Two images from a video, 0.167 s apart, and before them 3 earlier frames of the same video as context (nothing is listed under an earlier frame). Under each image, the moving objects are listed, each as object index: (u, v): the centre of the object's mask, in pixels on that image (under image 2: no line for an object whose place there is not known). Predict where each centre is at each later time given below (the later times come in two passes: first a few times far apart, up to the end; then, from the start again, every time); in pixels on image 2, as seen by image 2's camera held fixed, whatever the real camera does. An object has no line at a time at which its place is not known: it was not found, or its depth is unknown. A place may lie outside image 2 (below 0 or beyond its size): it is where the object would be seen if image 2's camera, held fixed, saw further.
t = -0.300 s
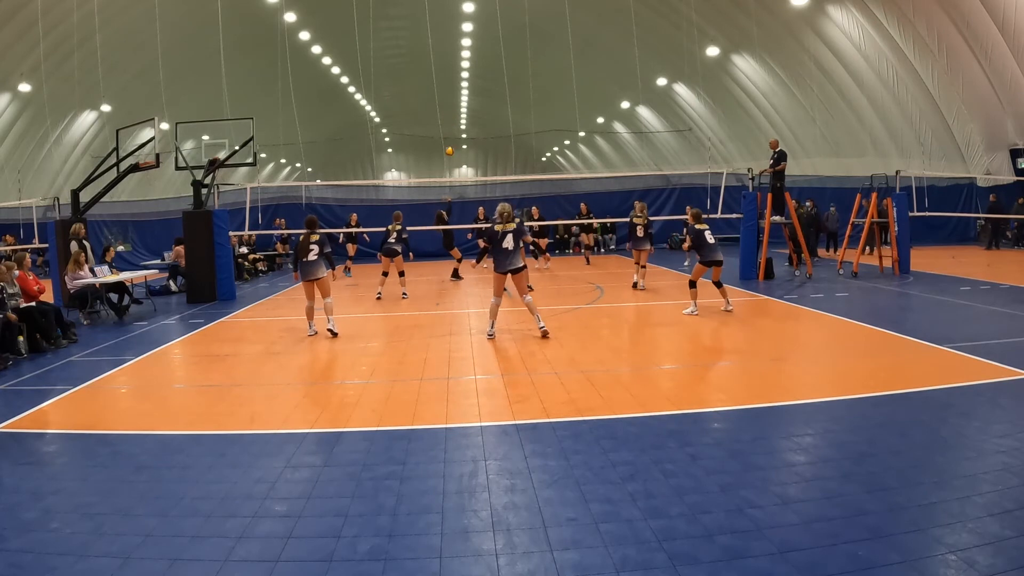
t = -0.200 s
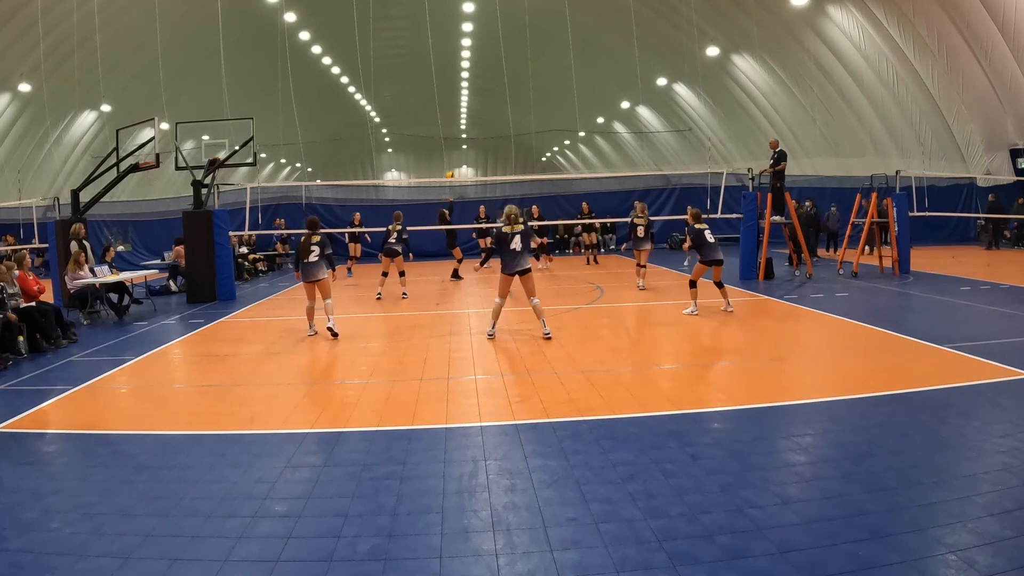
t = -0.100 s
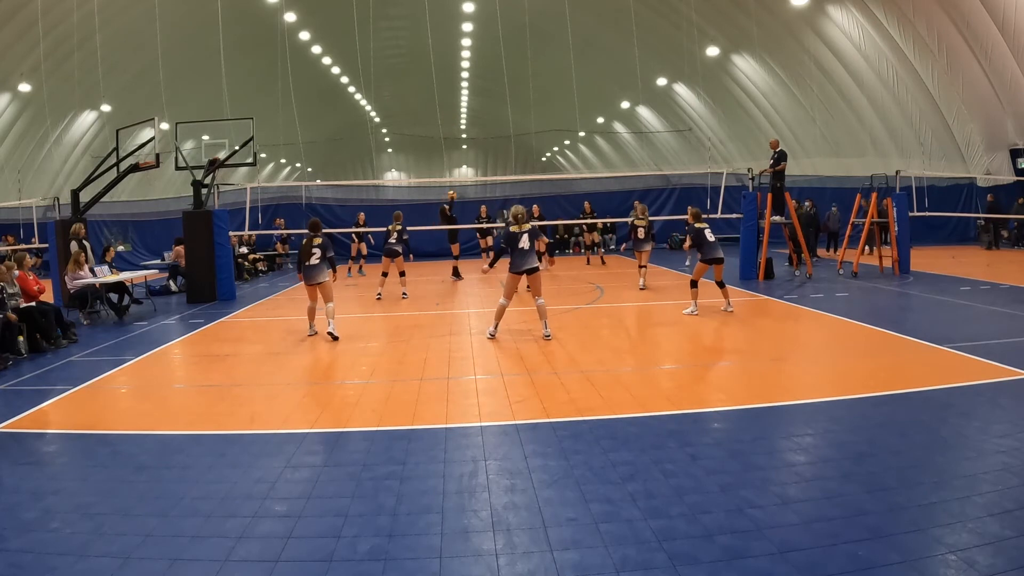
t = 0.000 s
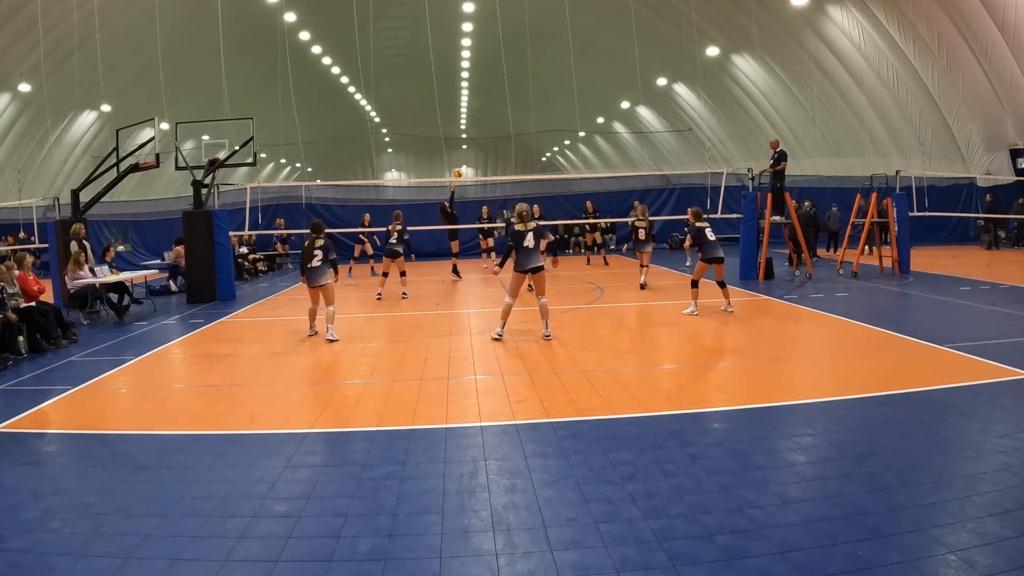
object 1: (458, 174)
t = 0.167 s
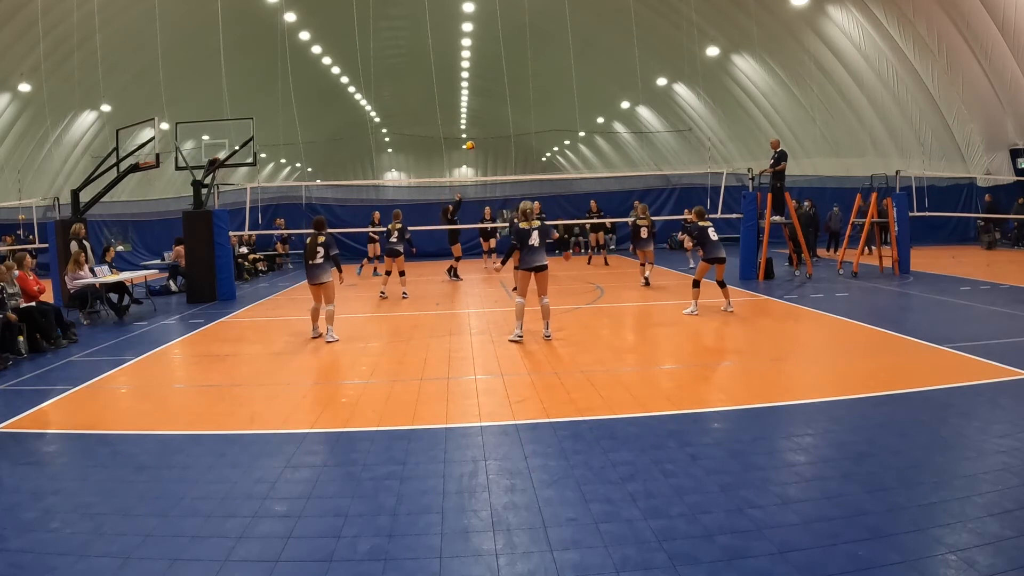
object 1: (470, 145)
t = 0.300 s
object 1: (480, 132)
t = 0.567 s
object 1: (500, 128)
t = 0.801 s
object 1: (518, 150)
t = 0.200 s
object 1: (472, 141)
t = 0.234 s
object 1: (475, 137)
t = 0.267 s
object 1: (477, 134)
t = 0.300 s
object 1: (480, 132)
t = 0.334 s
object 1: (482, 129)
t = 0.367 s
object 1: (484, 128)
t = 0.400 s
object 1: (487, 127)
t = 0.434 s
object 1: (490, 126)
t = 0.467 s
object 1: (492, 126)
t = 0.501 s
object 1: (495, 126)
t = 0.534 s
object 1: (497, 127)
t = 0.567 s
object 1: (500, 128)
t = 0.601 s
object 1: (502, 130)
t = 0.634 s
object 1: (505, 132)
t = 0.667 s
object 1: (507, 135)
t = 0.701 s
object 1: (510, 138)
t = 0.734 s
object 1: (512, 142)
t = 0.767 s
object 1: (515, 146)
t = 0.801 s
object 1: (518, 150)
